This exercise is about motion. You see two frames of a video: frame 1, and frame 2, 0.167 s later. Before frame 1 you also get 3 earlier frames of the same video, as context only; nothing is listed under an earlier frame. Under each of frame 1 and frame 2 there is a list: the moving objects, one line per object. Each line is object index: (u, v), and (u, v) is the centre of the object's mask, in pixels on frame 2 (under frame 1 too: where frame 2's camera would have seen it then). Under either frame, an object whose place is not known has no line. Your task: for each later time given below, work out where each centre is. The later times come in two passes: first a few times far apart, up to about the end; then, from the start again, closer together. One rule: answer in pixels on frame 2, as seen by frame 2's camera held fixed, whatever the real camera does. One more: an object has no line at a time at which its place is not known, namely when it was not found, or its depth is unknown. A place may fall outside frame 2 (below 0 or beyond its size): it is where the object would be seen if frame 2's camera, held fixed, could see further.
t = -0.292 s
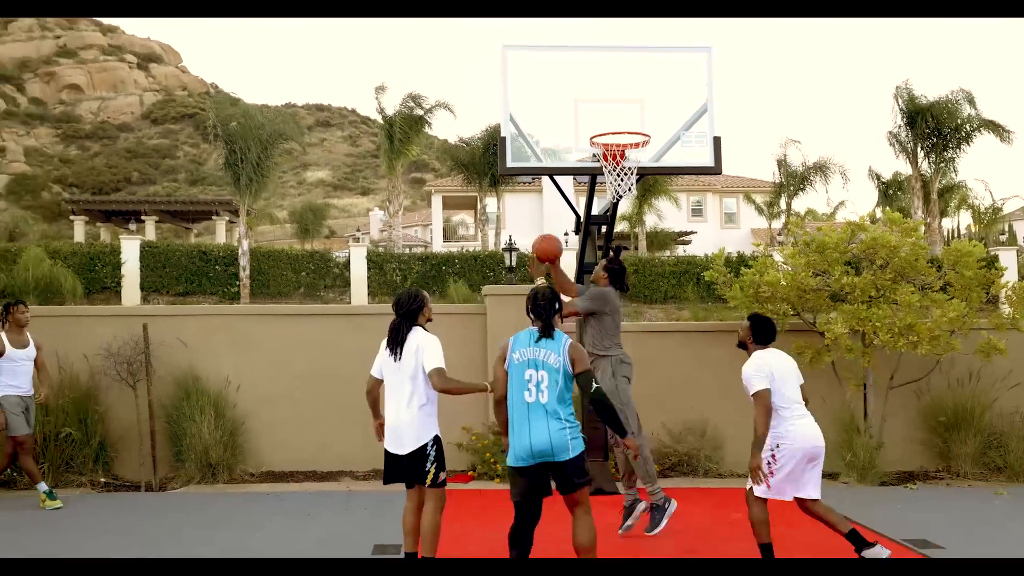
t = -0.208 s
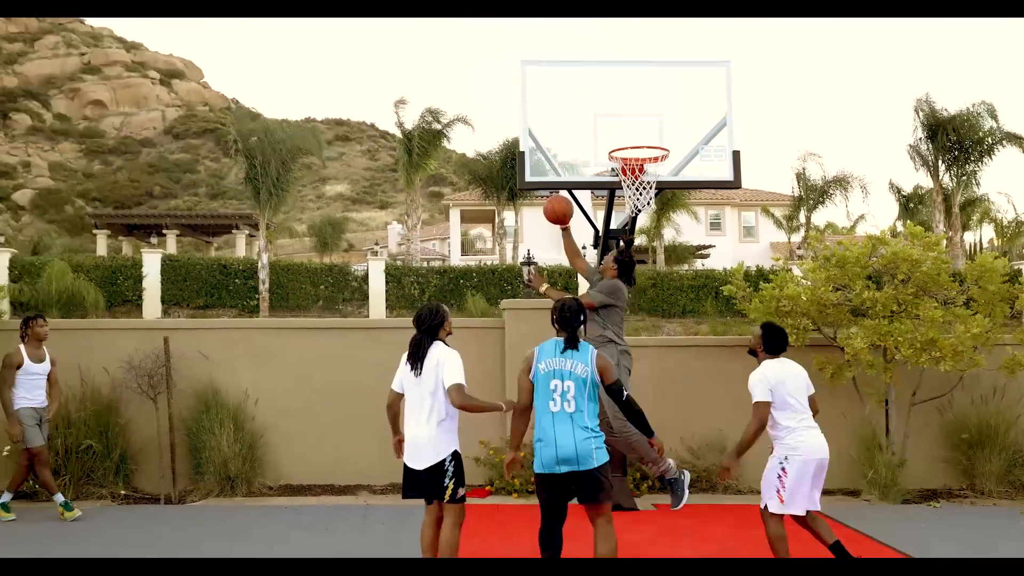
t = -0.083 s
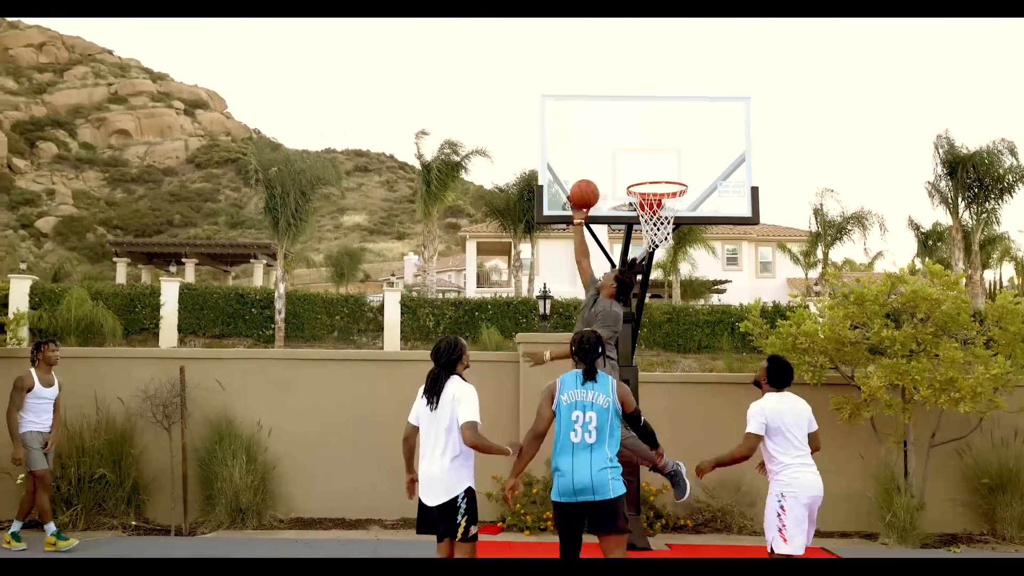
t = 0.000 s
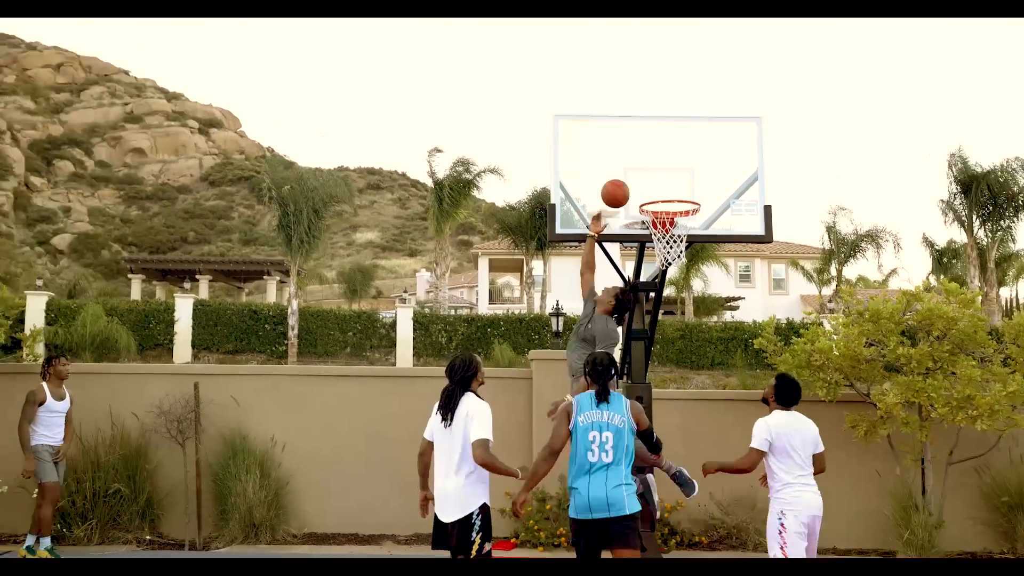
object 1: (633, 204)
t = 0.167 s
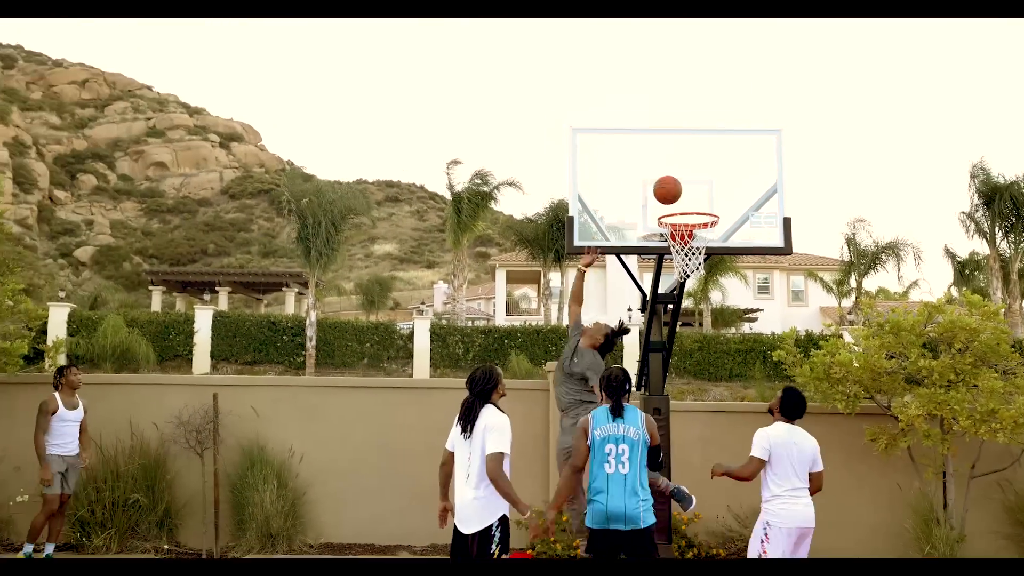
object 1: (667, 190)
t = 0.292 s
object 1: (693, 197)
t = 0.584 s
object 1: (675, 201)
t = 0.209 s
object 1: (676, 190)
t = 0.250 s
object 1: (684, 193)
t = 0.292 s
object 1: (693, 197)
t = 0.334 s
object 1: (702, 202)
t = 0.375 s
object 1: (708, 208)
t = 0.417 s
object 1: (702, 203)
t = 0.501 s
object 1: (689, 199)
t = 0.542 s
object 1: (681, 199)
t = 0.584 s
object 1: (675, 201)
